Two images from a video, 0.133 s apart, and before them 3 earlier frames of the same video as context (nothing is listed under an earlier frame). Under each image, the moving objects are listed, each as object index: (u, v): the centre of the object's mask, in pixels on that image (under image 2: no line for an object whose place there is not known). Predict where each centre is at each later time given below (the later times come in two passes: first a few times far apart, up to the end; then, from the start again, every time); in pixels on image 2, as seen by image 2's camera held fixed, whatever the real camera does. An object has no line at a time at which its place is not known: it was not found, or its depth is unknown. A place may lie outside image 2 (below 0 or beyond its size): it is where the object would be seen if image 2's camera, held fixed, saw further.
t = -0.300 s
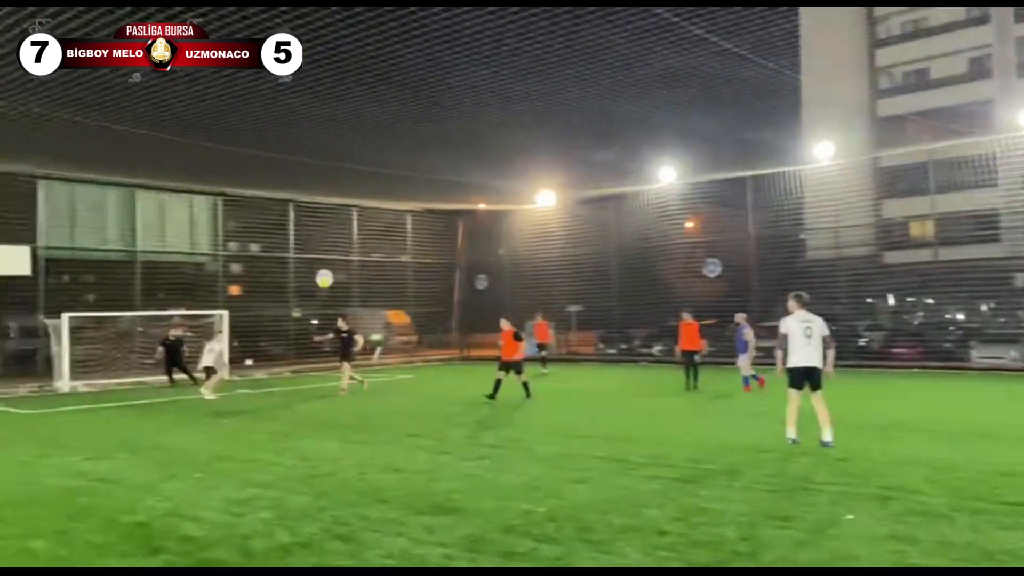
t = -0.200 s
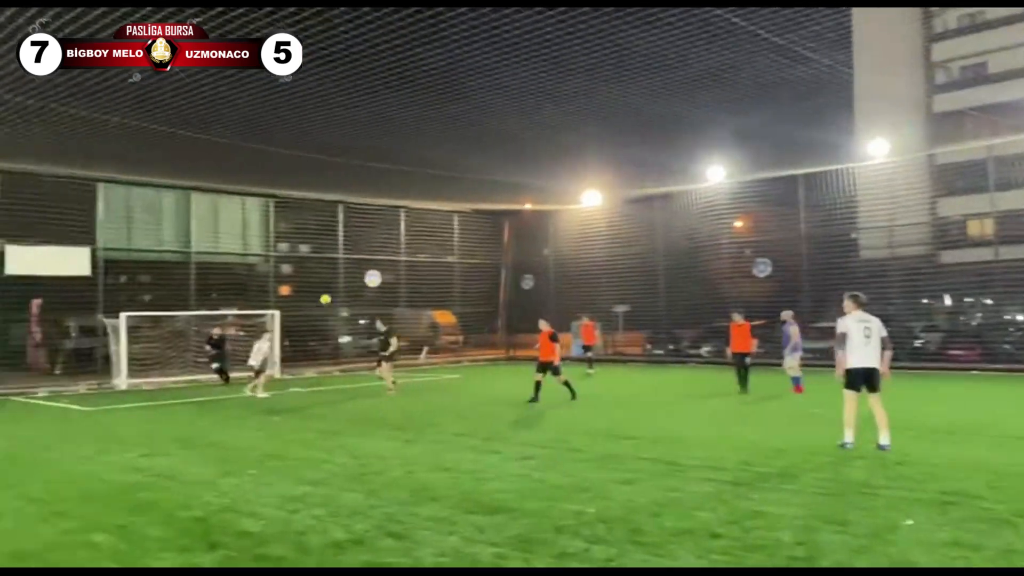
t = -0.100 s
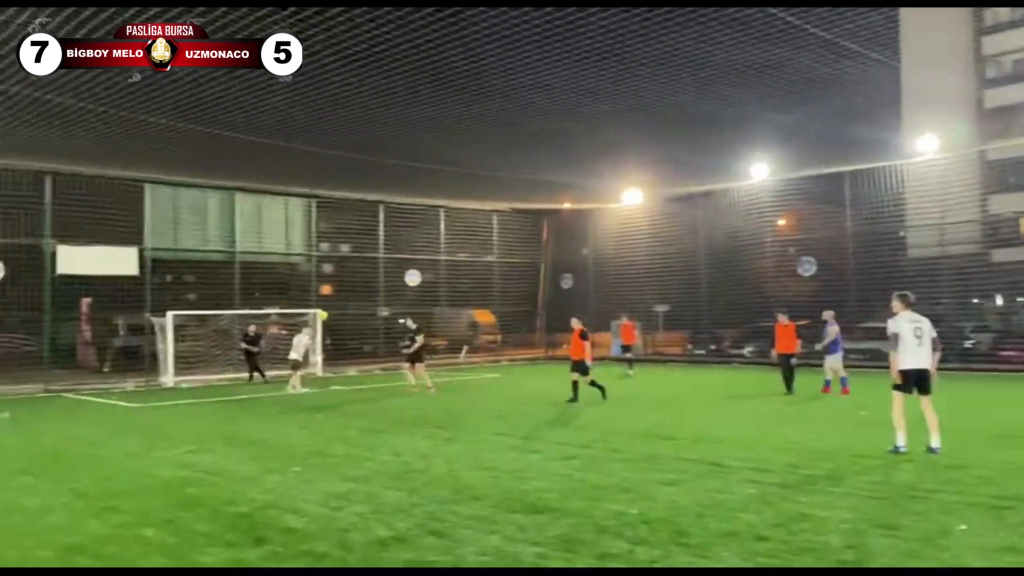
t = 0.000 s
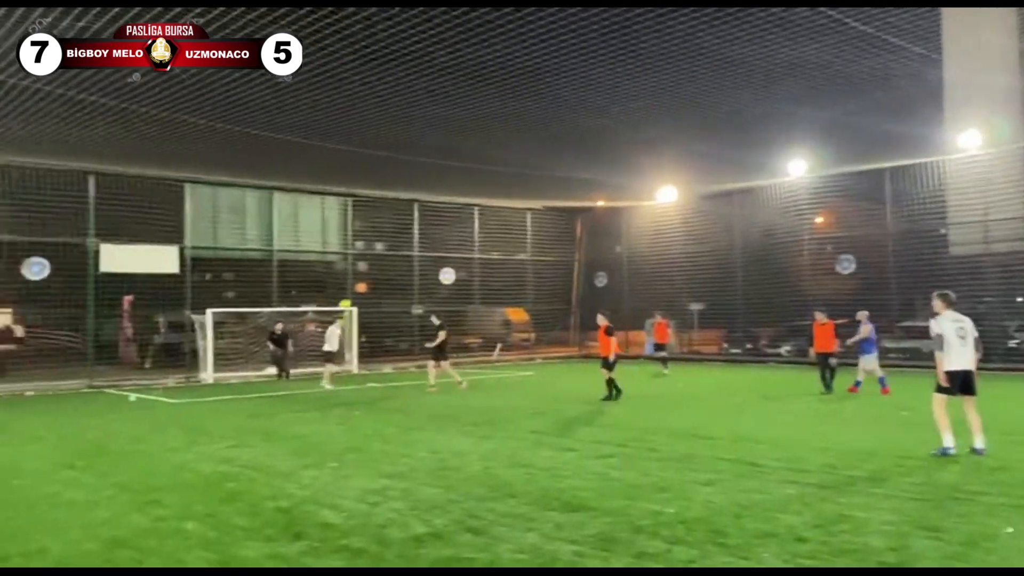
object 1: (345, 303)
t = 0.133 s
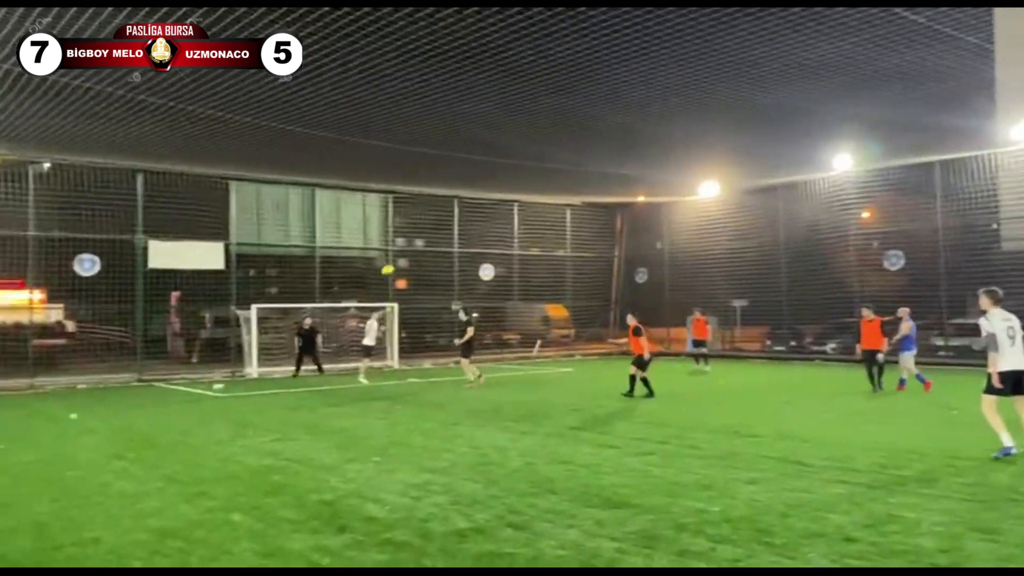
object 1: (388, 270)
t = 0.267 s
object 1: (390, 246)
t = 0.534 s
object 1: (394, 218)
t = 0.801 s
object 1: (399, 226)
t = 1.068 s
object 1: (407, 281)
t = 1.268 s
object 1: (416, 366)
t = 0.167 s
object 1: (388, 263)
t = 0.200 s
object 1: (389, 257)
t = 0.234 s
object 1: (389, 251)
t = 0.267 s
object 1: (390, 246)
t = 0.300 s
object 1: (391, 240)
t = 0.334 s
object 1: (391, 236)
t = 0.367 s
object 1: (391, 232)
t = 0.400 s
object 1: (392, 228)
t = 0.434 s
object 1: (392, 225)
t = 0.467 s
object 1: (393, 222)
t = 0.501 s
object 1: (393, 220)
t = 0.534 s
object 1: (394, 218)
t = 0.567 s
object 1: (394, 217)
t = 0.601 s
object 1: (395, 217)
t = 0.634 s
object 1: (395, 217)
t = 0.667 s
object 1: (396, 217)
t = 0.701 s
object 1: (396, 218)
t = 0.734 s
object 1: (397, 220)
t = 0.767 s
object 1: (398, 222)
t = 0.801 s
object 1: (399, 226)
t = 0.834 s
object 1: (400, 230)
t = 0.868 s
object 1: (400, 234)
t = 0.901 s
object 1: (401, 240)
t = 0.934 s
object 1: (403, 247)
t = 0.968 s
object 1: (403, 254)
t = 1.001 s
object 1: (404, 262)
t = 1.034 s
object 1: (406, 271)
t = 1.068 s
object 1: (407, 281)
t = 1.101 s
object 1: (408, 293)
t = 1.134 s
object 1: (409, 305)
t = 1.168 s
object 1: (411, 318)
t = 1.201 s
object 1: (412, 333)
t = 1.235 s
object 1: (414, 349)
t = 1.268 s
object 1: (416, 366)
